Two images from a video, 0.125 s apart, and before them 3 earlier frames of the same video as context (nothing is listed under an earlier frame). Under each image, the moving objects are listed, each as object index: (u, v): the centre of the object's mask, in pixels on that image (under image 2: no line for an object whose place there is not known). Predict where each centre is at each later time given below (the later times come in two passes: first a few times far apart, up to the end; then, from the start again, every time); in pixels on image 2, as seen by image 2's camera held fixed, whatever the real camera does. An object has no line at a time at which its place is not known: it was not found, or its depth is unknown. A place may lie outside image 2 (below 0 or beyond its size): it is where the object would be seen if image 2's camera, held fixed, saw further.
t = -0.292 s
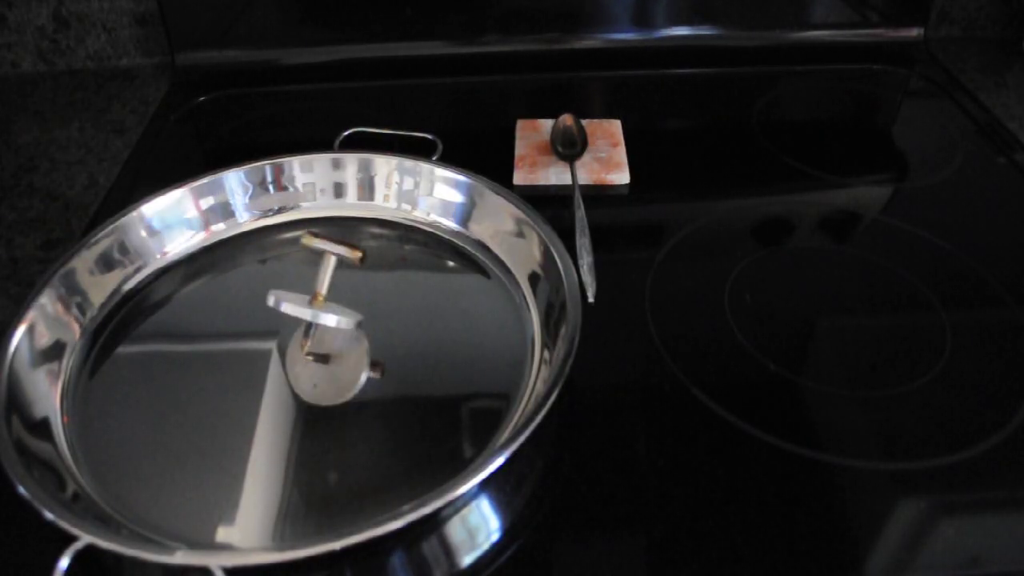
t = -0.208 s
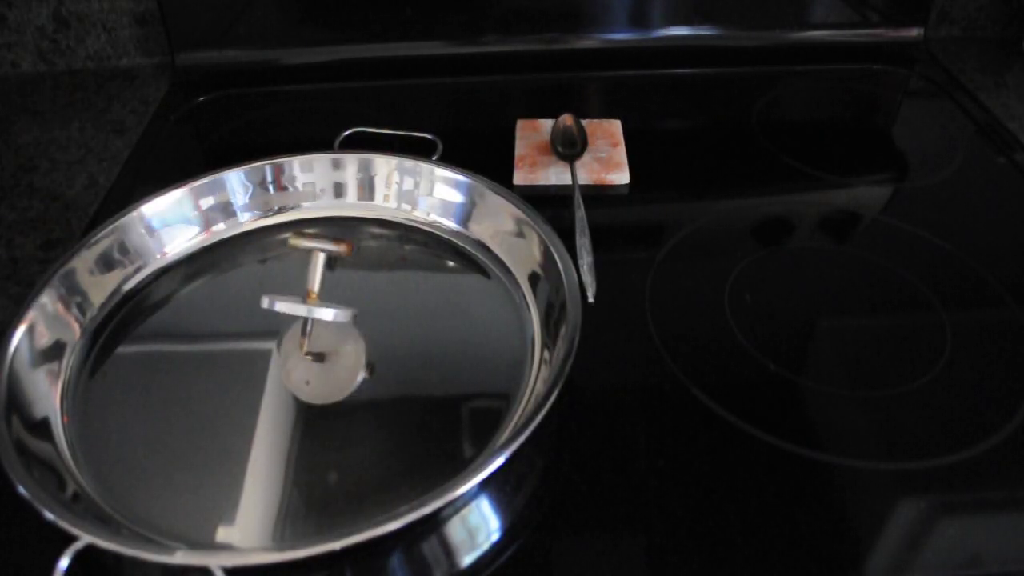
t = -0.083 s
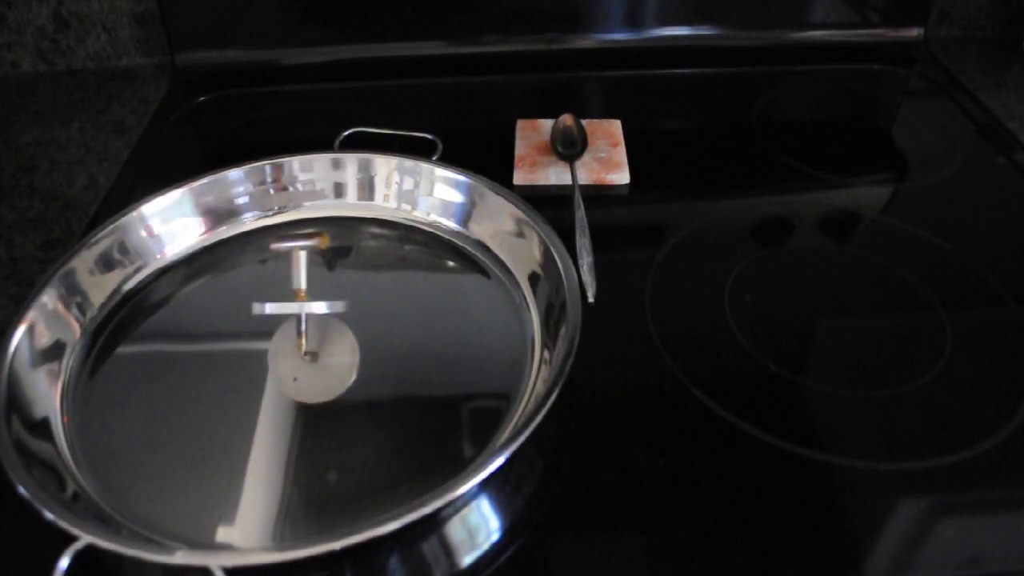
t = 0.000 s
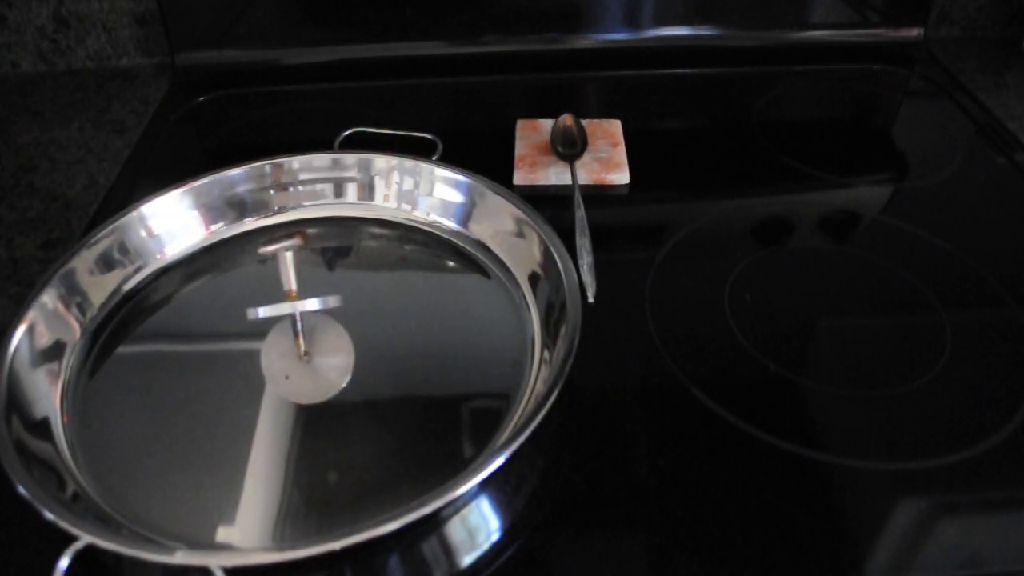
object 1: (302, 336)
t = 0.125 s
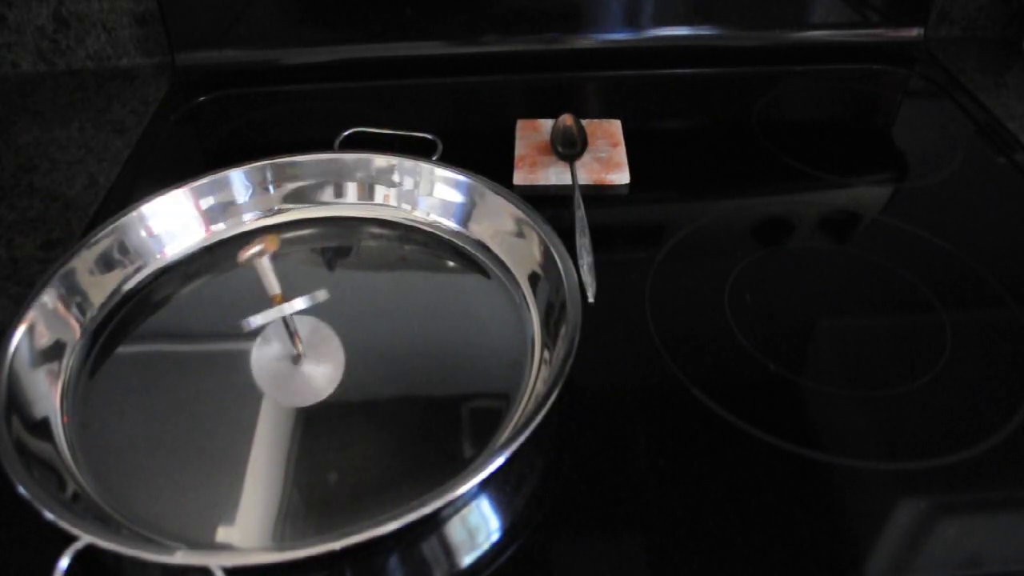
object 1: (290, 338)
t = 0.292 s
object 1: (276, 351)
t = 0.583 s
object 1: (263, 366)
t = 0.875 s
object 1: (300, 373)
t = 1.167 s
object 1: (329, 363)
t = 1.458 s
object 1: (339, 348)
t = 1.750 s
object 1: (330, 336)
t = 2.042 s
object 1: (297, 335)
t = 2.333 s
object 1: (263, 352)
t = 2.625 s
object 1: (269, 370)
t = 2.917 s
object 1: (297, 377)
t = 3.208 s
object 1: (325, 360)
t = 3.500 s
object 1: (339, 343)
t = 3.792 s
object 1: (314, 334)
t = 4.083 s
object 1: (283, 341)
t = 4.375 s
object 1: (261, 354)
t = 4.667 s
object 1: (269, 374)
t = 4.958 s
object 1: (312, 375)
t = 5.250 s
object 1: (338, 348)
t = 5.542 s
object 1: (334, 338)
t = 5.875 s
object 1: (314, 335)
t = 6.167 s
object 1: (287, 344)
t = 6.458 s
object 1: (260, 360)
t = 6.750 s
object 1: (285, 374)
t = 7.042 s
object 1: (318, 371)
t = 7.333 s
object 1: (336, 356)
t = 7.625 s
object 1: (338, 342)
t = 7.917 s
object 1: (314, 333)
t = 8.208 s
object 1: (276, 344)
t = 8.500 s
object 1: (263, 367)
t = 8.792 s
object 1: (281, 374)
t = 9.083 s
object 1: (311, 368)
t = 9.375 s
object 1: (338, 351)
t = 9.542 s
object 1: (337, 344)
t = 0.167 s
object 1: (286, 341)
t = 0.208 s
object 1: (282, 344)
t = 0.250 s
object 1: (279, 347)
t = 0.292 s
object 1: (276, 351)
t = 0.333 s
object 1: (273, 354)
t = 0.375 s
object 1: (268, 357)
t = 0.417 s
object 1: (266, 355)
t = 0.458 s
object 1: (263, 362)
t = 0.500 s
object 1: (262, 364)
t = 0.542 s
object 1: (262, 364)
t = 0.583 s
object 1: (263, 366)
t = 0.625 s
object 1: (267, 368)
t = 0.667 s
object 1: (272, 368)
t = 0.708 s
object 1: (278, 369)
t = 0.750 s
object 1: (285, 373)
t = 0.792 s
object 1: (290, 372)
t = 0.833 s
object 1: (295, 374)
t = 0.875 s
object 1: (300, 373)
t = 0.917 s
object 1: (305, 373)
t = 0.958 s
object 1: (310, 372)
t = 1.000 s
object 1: (315, 372)
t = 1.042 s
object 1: (319, 369)
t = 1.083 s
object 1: (323, 367)
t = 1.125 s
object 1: (326, 365)
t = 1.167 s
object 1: (329, 363)
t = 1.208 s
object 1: (332, 361)
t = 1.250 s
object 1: (334, 359)
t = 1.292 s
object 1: (335, 356)
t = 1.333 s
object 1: (337, 354)
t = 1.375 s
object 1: (338, 353)
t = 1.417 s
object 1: (338, 350)
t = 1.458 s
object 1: (339, 348)
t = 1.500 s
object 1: (339, 346)
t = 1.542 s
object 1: (339, 344)
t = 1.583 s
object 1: (338, 342)
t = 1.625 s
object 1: (337, 341)
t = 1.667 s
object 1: (336, 340)
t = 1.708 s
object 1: (333, 338)
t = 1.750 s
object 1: (330, 336)
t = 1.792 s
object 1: (327, 335)
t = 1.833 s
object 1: (323, 334)
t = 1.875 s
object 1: (318, 333)
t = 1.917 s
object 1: (314, 333)
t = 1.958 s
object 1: (309, 334)
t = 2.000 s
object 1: (303, 334)
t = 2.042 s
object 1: (297, 335)
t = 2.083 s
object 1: (291, 337)
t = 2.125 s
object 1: (285, 339)
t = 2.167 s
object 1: (280, 342)
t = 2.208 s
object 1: (275, 344)
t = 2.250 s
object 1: (270, 346)
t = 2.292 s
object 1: (266, 349)
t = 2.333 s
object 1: (263, 352)
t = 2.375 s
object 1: (262, 358)
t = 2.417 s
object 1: (262, 363)
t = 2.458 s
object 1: (262, 366)
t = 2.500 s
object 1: (263, 368)
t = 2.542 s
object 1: (264, 368)
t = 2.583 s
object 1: (266, 370)
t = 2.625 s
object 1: (269, 370)
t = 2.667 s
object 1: (272, 373)
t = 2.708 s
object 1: (276, 375)
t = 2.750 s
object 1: (280, 375)
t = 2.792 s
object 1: (284, 376)
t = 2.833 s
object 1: (288, 375)
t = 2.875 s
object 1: (292, 377)
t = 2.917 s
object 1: (297, 377)
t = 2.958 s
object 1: (301, 374)
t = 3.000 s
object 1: (305, 372)
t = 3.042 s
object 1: (309, 371)
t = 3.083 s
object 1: (313, 369)
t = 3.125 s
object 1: (318, 366)
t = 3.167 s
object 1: (321, 363)
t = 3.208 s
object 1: (325, 360)
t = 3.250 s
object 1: (329, 357)
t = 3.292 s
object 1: (332, 354)
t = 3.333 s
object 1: (336, 351)
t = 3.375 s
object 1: (338, 348)
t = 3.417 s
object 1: (340, 346)
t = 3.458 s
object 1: (340, 345)
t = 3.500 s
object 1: (339, 343)
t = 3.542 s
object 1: (336, 343)
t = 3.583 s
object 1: (334, 341)
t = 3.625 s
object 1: (330, 340)
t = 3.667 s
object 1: (326, 340)
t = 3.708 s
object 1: (322, 337)
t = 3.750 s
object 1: (317, 336)
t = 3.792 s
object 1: (314, 334)
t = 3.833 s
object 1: (309, 334)
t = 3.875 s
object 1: (305, 334)
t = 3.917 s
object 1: (300, 335)
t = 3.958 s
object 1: (295, 335)
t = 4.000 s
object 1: (291, 338)
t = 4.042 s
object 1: (287, 339)
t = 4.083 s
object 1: (283, 341)
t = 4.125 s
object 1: (279, 342)
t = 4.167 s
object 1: (276, 344)
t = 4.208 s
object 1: (272, 346)
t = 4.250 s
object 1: (269, 348)
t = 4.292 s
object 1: (266, 350)
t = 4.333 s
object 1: (263, 352)
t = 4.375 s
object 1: (261, 354)
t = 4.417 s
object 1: (260, 357)
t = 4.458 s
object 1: (260, 360)
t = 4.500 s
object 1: (260, 363)
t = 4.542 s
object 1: (260, 366)
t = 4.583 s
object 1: (262, 367)
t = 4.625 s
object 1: (265, 370)
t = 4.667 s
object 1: (269, 374)
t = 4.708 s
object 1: (275, 376)
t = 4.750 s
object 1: (281, 377)
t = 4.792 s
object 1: (286, 379)
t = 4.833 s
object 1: (293, 378)
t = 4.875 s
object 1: (299, 378)
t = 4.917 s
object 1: (305, 377)
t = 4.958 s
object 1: (312, 375)
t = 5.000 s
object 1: (317, 372)
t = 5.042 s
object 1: (323, 369)
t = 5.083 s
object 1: (327, 366)
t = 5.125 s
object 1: (330, 362)
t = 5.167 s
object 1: (333, 358)
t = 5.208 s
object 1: (335, 353)
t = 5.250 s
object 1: (338, 348)
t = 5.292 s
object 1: (338, 345)
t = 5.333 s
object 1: (338, 343)
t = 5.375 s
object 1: (338, 341)
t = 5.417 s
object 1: (337, 340)
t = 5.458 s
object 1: (336, 338)
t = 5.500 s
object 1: (335, 338)
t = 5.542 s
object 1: (334, 338)
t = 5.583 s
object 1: (333, 337)
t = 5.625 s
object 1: (331, 336)
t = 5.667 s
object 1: (329, 335)
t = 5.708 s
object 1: (326, 334)
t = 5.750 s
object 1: (323, 334)
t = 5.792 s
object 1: (320, 334)
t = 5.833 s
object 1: (317, 334)
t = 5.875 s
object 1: (314, 335)
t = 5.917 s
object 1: (310, 335)
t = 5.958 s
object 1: (307, 336)
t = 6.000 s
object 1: (303, 336)
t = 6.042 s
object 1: (299, 337)
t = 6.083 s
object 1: (295, 339)
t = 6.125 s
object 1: (291, 342)
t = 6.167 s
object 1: (287, 344)
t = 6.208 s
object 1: (283, 347)
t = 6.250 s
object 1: (279, 349)
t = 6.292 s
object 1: (274, 350)
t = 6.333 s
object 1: (269, 352)
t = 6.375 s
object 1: (265, 355)
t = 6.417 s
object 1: (262, 358)
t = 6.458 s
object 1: (260, 360)
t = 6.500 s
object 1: (260, 362)
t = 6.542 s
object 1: (261, 363)
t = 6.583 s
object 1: (264, 366)
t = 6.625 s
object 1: (267, 368)
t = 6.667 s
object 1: (272, 368)
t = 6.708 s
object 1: (279, 371)
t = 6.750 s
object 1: (285, 374)
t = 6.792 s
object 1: (290, 375)
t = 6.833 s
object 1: (295, 377)
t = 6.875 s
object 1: (300, 377)
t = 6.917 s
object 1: (304, 375)
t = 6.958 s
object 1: (309, 374)
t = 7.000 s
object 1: (314, 373)
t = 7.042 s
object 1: (318, 371)
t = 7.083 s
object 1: (322, 369)
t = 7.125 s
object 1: (325, 367)
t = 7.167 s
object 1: (328, 365)
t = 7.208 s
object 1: (330, 363)
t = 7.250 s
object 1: (333, 360)
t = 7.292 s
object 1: (334, 358)
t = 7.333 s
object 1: (336, 356)
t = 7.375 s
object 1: (337, 353)
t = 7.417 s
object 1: (338, 351)
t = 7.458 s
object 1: (339, 349)
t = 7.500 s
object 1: (339, 347)
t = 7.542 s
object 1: (339, 346)
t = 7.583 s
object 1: (339, 344)
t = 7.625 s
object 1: (338, 342)
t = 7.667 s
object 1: (336, 339)
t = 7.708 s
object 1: (334, 337)
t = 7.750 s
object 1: (331, 336)
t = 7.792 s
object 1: (328, 334)
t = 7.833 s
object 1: (323, 334)
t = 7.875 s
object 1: (318, 333)
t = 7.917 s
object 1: (314, 333)
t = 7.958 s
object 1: (308, 334)
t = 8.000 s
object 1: (302, 334)
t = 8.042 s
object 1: (297, 335)
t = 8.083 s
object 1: (291, 338)
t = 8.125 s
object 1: (286, 340)
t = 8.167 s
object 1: (281, 343)
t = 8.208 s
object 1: (276, 344)
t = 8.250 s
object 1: (272, 347)
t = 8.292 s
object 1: (268, 349)
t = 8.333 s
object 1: (266, 353)
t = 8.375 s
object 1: (263, 358)
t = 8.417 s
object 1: (263, 362)
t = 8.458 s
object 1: (262, 365)
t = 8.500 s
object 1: (263, 367)
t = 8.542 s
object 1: (263, 366)
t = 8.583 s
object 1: (264, 369)
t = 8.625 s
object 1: (267, 371)
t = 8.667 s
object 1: (270, 374)
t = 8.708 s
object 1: (273, 377)
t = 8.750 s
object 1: (277, 371)
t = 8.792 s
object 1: (281, 374)
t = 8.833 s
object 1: (285, 373)
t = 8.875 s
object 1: (289, 375)
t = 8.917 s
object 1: (293, 374)
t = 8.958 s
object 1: (297, 372)
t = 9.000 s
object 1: (302, 370)
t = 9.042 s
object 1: (306, 370)
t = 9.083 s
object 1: (311, 368)
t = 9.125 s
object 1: (315, 365)
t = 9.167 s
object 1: (320, 364)
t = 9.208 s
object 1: (325, 362)
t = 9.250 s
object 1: (329, 359)
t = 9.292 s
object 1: (333, 356)
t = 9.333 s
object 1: (336, 353)
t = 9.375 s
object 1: (338, 351)
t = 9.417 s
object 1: (339, 348)
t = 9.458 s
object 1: (339, 347)
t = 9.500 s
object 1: (339, 345)
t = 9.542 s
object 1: (337, 344)
